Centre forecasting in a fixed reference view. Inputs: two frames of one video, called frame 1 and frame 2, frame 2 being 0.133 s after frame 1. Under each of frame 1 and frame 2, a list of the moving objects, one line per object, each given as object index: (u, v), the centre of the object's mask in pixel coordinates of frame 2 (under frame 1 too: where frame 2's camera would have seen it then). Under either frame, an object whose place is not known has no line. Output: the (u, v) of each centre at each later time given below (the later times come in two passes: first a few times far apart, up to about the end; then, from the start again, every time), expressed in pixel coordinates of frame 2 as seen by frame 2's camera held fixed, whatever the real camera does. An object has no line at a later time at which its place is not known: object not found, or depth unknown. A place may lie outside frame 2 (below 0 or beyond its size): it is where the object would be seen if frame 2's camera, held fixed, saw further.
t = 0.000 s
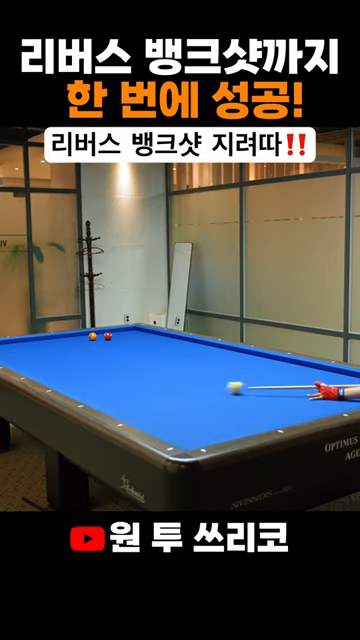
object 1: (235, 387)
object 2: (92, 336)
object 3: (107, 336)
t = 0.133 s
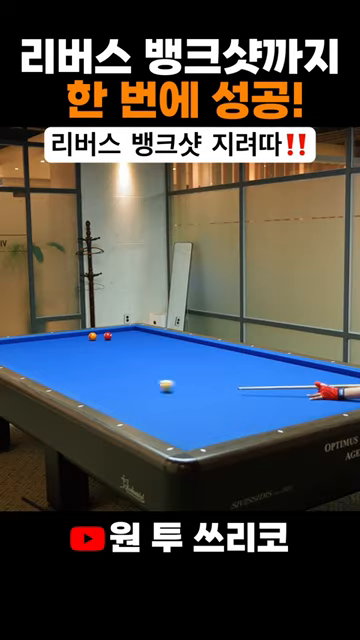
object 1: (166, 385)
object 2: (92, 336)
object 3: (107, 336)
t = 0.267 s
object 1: (104, 384)
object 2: (92, 336)
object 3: (107, 336)
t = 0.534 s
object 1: (77, 373)
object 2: (92, 336)
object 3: (107, 335)
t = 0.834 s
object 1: (99, 360)
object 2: (92, 336)
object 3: (107, 335)
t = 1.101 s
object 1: (112, 351)
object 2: (92, 336)
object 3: (107, 335)
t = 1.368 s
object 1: (123, 343)
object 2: (92, 336)
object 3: (107, 335)
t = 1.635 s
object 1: (132, 336)
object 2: (92, 336)
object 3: (107, 335)
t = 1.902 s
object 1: (141, 330)
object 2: (92, 336)
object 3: (107, 335)
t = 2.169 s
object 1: (123, 328)
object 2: (92, 336)
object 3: (107, 335)
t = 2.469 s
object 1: (113, 331)
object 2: (92, 336)
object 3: (107, 335)
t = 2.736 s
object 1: (103, 333)
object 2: (92, 336)
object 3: (108, 336)
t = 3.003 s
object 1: (99, 336)
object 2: (87, 336)
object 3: (109, 335)
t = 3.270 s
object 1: (97, 338)
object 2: (77, 336)
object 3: (112, 335)
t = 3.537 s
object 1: (94, 340)
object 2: (68, 337)
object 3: (115, 336)
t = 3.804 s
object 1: (92, 342)
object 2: (59, 338)
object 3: (118, 336)
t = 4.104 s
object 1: (90, 344)
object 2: (50, 339)
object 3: (121, 336)
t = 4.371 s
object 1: (88, 346)
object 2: (42, 339)
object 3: (123, 336)
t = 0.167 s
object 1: (150, 385)
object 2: (92, 336)
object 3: (107, 336)
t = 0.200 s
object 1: (135, 384)
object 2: (92, 336)
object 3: (107, 336)
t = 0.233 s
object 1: (119, 384)
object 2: (92, 336)
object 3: (107, 336)
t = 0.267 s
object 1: (104, 384)
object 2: (92, 336)
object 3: (107, 336)
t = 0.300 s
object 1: (89, 383)
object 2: (92, 336)
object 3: (107, 336)
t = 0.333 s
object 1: (74, 383)
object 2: (92, 336)
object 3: (107, 336)
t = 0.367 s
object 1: (60, 381)
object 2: (92, 336)
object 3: (107, 336)
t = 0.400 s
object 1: (57, 380)
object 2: (92, 336)
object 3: (107, 335)
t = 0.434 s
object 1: (62, 379)
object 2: (92, 336)
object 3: (107, 335)
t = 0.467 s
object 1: (68, 377)
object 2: (92, 336)
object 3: (107, 335)
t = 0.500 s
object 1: (73, 375)
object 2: (92, 336)
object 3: (107, 335)
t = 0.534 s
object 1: (77, 373)
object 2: (92, 336)
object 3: (107, 335)
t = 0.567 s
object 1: (81, 371)
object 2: (92, 336)
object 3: (107, 335)
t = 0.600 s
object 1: (84, 370)
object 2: (92, 336)
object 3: (107, 335)
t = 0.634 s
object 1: (87, 368)
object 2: (92, 336)
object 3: (107, 335)
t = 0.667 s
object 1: (89, 367)
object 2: (92, 336)
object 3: (107, 335)
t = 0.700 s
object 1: (91, 365)
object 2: (92, 336)
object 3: (107, 335)
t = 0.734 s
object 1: (93, 364)
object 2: (92, 336)
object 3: (107, 335)
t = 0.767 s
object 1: (95, 363)
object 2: (92, 336)
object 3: (107, 335)
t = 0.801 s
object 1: (97, 362)
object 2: (92, 336)
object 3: (107, 335)
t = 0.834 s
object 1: (99, 360)
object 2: (92, 336)
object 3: (107, 335)
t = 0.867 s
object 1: (100, 359)
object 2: (92, 336)
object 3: (107, 335)
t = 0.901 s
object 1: (102, 358)
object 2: (92, 336)
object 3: (107, 335)
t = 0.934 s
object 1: (104, 357)
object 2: (92, 336)
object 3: (107, 335)
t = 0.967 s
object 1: (105, 355)
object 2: (92, 336)
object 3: (107, 335)
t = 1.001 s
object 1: (107, 354)
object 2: (92, 336)
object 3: (107, 335)
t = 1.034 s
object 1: (109, 353)
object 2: (92, 336)
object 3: (107, 335)
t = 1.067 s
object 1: (110, 352)
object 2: (92, 336)
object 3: (107, 335)
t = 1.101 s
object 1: (112, 351)
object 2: (92, 336)
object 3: (107, 335)
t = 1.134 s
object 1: (113, 350)
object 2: (92, 336)
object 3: (107, 335)
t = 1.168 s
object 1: (115, 349)
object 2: (92, 336)
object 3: (107, 335)
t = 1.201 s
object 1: (116, 348)
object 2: (92, 336)
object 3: (107, 335)
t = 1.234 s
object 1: (118, 347)
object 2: (92, 336)
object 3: (107, 335)
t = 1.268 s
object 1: (119, 346)
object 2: (92, 336)
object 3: (107, 335)
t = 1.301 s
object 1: (120, 345)
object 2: (92, 336)
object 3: (107, 335)
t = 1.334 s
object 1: (122, 344)
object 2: (92, 336)
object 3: (107, 335)
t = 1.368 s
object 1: (123, 343)
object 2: (92, 336)
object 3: (107, 335)
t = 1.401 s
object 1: (124, 342)
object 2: (92, 336)
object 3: (107, 335)
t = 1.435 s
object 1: (125, 341)
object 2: (92, 336)
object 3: (107, 335)
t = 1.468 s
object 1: (127, 340)
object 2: (92, 336)
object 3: (107, 335)
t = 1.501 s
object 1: (128, 340)
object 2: (92, 336)
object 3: (107, 335)
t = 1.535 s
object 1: (129, 339)
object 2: (92, 336)
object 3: (107, 335)
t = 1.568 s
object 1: (130, 338)
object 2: (92, 336)
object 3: (107, 335)
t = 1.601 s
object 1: (131, 337)
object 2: (92, 336)
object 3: (107, 335)
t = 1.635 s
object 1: (132, 336)
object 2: (92, 336)
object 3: (107, 335)
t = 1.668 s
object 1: (133, 335)
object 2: (92, 336)
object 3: (107, 335)
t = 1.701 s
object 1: (135, 334)
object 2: (92, 336)
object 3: (107, 335)
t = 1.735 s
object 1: (135, 334)
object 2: (92, 336)
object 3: (107, 335)
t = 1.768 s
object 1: (137, 333)
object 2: (92, 336)
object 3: (107, 335)
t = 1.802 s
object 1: (138, 332)
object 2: (92, 336)
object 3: (107, 335)
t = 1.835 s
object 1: (139, 332)
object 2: (92, 336)
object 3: (107, 335)
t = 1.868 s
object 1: (140, 331)
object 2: (92, 336)
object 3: (107, 335)
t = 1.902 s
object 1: (141, 330)
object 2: (92, 336)
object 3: (107, 335)
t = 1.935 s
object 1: (142, 329)
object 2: (92, 336)
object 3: (107, 335)
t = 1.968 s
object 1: (142, 329)
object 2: (92, 336)
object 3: (107, 335)
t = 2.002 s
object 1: (138, 328)
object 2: (92, 336)
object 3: (107, 335)
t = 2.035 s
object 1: (135, 328)
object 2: (92, 336)
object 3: (107, 335)
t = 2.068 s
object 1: (132, 328)
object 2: (92, 336)
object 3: (107, 335)
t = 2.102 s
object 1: (129, 328)
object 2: (92, 336)
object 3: (107, 335)
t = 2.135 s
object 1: (126, 328)
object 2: (92, 336)
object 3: (107, 335)
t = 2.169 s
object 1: (123, 328)
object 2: (92, 336)
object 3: (107, 335)
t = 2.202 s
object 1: (120, 328)
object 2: (92, 336)
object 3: (107, 335)
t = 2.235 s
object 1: (120, 328)
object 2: (92, 336)
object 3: (107, 335)
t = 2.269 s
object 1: (118, 329)
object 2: (92, 336)
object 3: (107, 335)
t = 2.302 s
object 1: (117, 329)
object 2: (92, 336)
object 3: (107, 335)
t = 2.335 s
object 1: (117, 330)
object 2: (92, 336)
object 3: (107, 335)
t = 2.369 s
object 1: (116, 330)
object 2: (92, 336)
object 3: (107, 335)
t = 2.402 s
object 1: (115, 330)
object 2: (92, 336)
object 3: (107, 335)
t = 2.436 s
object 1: (114, 330)
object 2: (92, 336)
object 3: (107, 335)
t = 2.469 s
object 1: (113, 331)
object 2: (92, 336)
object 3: (107, 335)
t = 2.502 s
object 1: (112, 331)
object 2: (92, 336)
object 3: (107, 335)
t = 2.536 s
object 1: (111, 331)
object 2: (92, 336)
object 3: (107, 335)
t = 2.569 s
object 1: (110, 331)
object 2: (92, 336)
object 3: (107, 336)
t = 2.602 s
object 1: (109, 331)
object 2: (92, 336)
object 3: (107, 336)
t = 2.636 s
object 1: (107, 331)
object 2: (92, 336)
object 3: (107, 336)
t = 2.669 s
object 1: (106, 331)
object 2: (92, 336)
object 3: (107, 336)
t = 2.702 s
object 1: (105, 331)
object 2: (92, 336)
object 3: (107, 336)
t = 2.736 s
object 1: (103, 333)
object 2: (92, 336)
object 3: (108, 336)
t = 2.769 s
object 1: (102, 334)
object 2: (92, 336)
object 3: (108, 335)
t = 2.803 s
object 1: (101, 334)
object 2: (92, 336)
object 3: (108, 335)
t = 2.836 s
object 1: (101, 335)
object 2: (92, 336)
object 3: (108, 335)
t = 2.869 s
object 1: (100, 335)
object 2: (92, 336)
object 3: (108, 335)
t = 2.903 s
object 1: (100, 335)
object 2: (90, 336)
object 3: (108, 335)
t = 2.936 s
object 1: (100, 336)
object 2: (89, 336)
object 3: (108, 335)
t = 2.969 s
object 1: (99, 336)
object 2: (88, 336)
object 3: (109, 335)
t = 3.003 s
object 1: (99, 336)
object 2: (87, 336)
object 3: (109, 335)
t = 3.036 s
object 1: (99, 336)
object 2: (85, 336)
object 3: (110, 335)
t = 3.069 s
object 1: (98, 337)
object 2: (85, 336)
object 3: (110, 336)
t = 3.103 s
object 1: (98, 337)
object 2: (83, 336)
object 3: (110, 335)
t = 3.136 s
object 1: (98, 337)
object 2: (82, 337)
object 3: (111, 335)
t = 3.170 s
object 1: (98, 337)
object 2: (81, 336)
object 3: (111, 335)
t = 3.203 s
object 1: (97, 337)
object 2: (80, 336)
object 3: (112, 335)
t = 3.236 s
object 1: (97, 338)
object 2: (79, 336)
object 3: (112, 336)
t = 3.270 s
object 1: (97, 338)
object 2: (77, 336)
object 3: (112, 335)
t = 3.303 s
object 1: (97, 338)
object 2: (76, 337)
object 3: (112, 336)
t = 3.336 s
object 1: (96, 339)
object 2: (75, 337)
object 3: (113, 335)
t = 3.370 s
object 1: (96, 339)
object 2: (73, 337)
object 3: (113, 335)
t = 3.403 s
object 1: (96, 339)
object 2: (72, 337)
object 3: (114, 336)
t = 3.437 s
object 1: (95, 339)
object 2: (71, 337)
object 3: (114, 336)
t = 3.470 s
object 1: (95, 340)
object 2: (70, 337)
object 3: (115, 336)
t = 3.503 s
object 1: (95, 340)
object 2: (69, 337)
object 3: (115, 336)
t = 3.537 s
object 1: (94, 340)
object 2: (68, 337)
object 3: (115, 336)
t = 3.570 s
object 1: (94, 340)
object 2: (67, 337)
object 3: (116, 336)
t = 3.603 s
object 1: (94, 341)
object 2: (66, 337)
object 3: (116, 336)
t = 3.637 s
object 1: (94, 341)
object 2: (65, 338)
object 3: (116, 336)
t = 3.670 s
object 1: (94, 341)
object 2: (63, 337)
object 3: (117, 336)
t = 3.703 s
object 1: (93, 341)
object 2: (62, 338)
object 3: (117, 336)
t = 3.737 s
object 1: (93, 342)
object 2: (61, 338)
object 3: (117, 336)
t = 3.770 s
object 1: (93, 342)
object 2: (60, 338)
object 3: (117, 336)
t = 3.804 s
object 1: (92, 342)
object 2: (59, 338)
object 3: (118, 336)
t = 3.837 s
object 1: (92, 342)
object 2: (58, 338)
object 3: (118, 336)
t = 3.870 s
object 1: (92, 343)
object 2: (57, 338)
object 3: (119, 336)
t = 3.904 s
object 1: (92, 343)
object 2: (56, 338)
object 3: (119, 336)
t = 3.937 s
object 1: (91, 343)
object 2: (55, 338)
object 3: (119, 336)
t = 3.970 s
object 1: (91, 344)
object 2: (54, 338)
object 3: (119, 336)
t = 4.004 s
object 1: (91, 344)
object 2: (53, 338)
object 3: (120, 336)
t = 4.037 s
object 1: (91, 344)
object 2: (52, 339)
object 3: (120, 336)
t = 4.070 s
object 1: (90, 344)
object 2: (51, 338)
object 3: (120, 336)
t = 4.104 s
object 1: (90, 344)
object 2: (50, 339)
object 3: (121, 336)
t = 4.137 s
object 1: (90, 345)
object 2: (49, 338)
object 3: (121, 336)
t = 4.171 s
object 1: (90, 345)
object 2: (48, 339)
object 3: (121, 336)
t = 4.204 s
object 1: (89, 345)
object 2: (47, 339)
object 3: (121, 336)
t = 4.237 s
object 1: (89, 346)
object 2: (46, 339)
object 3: (121, 336)
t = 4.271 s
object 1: (89, 346)
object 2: (45, 339)
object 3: (122, 336)
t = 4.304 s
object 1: (88, 346)
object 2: (44, 339)
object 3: (122, 336)
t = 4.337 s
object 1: (88, 346)
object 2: (43, 339)
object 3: (123, 336)
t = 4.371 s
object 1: (88, 346)
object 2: (42, 339)
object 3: (123, 336)
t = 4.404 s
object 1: (87, 347)
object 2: (41, 339)
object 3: (123, 336)
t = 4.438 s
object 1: (87, 347)
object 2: (40, 339)
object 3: (123, 336)
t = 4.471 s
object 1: (87, 347)
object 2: (39, 339)
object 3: (123, 336)
